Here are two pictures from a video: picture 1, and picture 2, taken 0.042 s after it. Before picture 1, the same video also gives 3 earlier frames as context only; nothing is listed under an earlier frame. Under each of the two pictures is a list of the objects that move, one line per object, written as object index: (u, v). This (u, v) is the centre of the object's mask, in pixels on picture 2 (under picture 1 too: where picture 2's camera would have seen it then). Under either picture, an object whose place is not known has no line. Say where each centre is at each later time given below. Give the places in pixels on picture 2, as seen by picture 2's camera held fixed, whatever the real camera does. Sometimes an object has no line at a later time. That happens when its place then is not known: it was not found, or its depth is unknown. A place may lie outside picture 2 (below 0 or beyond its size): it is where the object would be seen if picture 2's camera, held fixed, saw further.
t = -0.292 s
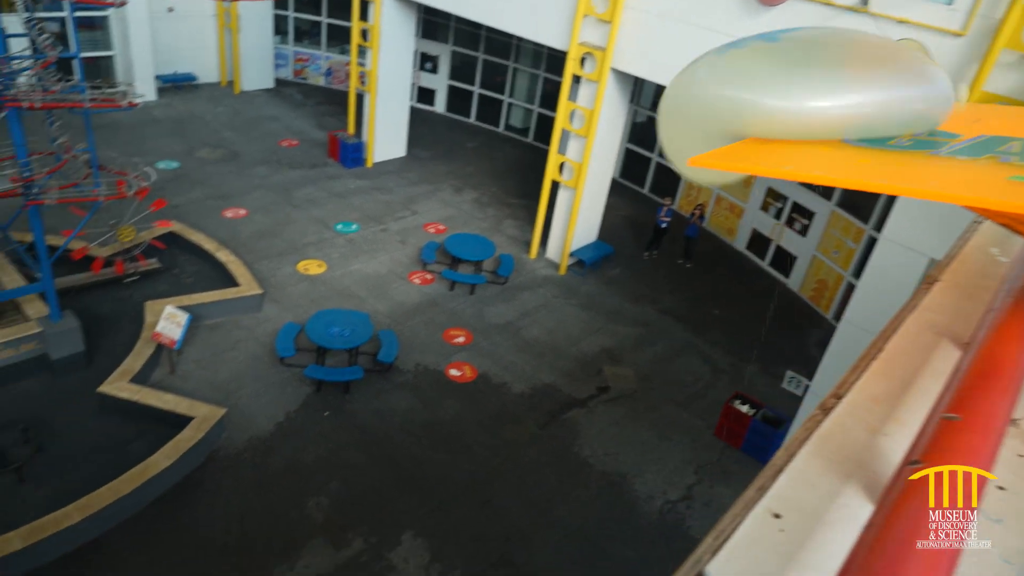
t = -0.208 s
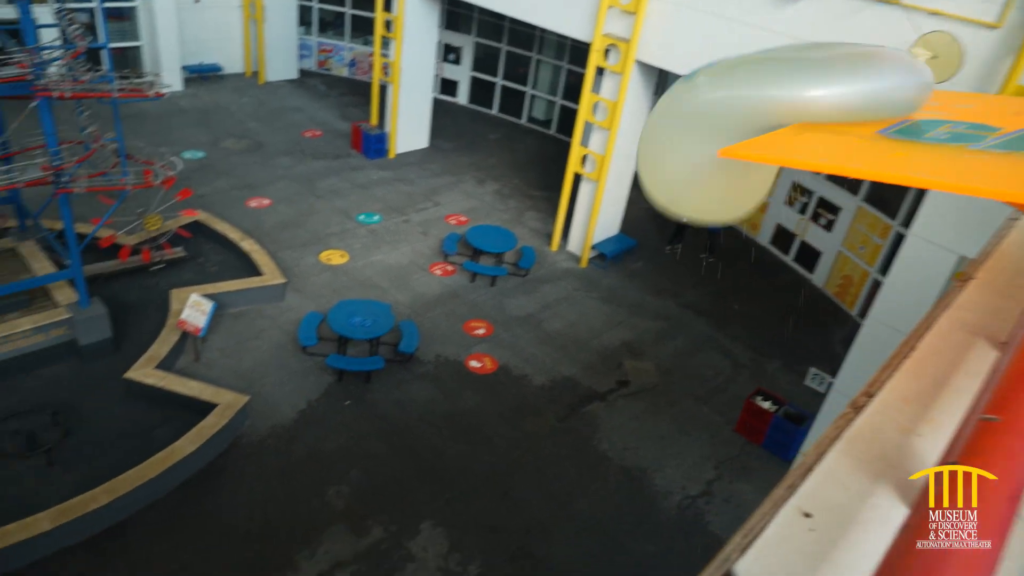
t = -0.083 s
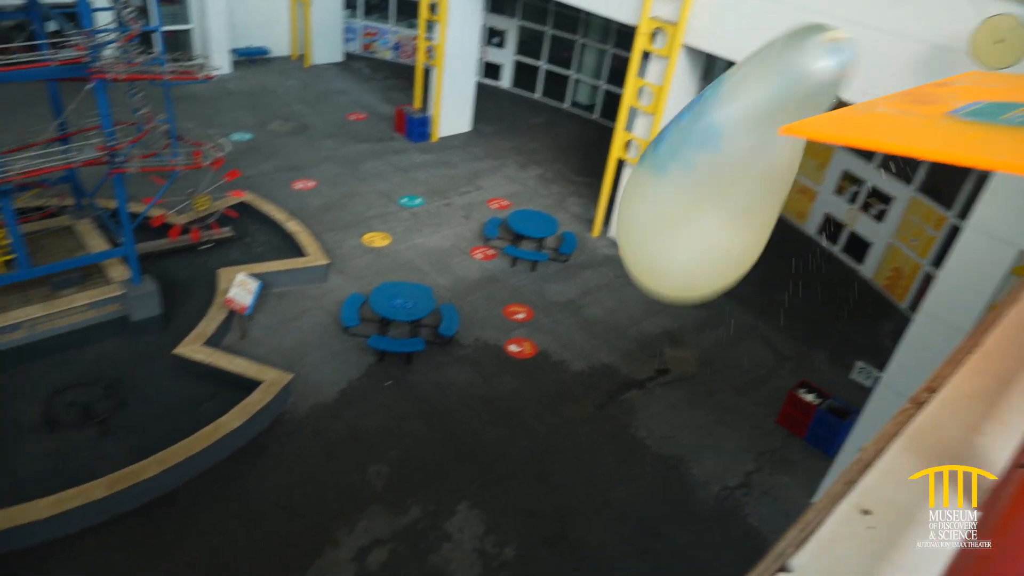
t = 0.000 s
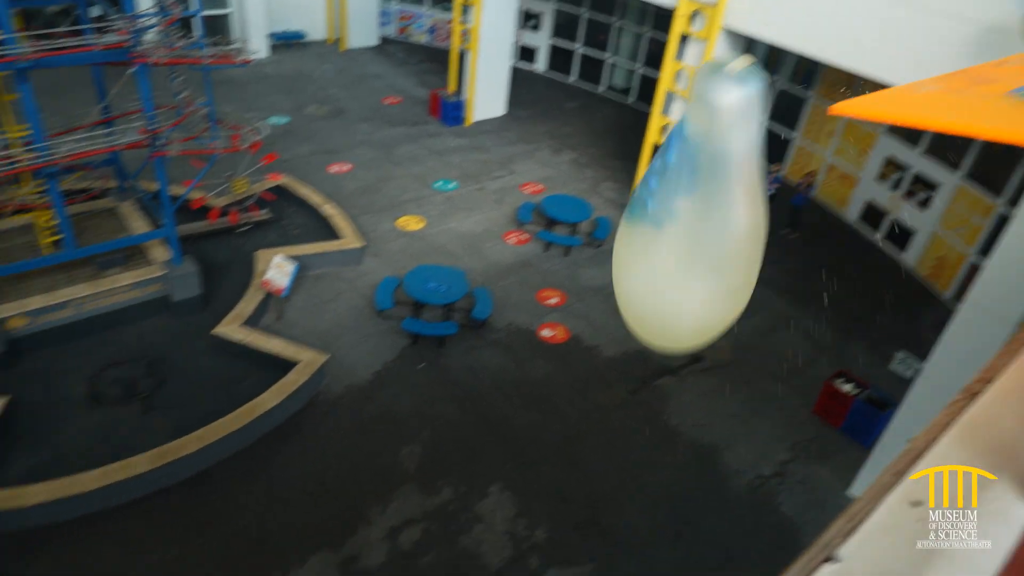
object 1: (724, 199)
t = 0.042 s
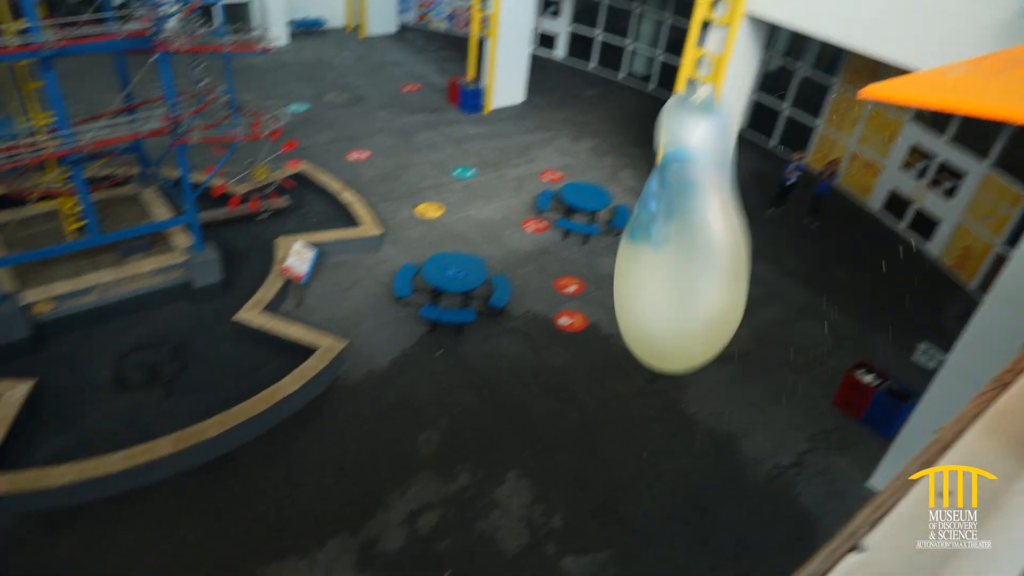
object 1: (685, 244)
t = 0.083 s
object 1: (650, 285)
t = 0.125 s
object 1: (626, 319)
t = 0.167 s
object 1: (603, 355)
